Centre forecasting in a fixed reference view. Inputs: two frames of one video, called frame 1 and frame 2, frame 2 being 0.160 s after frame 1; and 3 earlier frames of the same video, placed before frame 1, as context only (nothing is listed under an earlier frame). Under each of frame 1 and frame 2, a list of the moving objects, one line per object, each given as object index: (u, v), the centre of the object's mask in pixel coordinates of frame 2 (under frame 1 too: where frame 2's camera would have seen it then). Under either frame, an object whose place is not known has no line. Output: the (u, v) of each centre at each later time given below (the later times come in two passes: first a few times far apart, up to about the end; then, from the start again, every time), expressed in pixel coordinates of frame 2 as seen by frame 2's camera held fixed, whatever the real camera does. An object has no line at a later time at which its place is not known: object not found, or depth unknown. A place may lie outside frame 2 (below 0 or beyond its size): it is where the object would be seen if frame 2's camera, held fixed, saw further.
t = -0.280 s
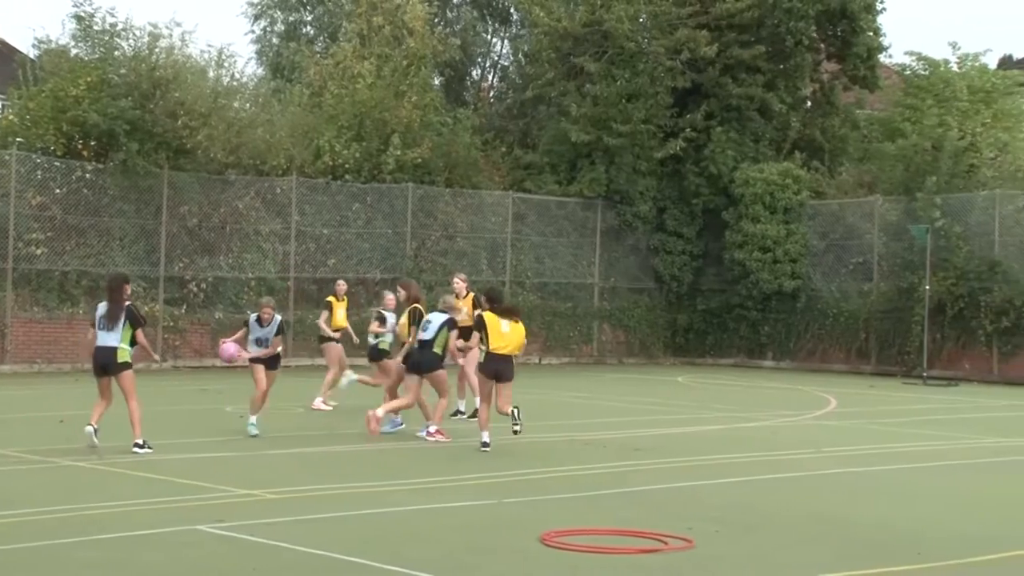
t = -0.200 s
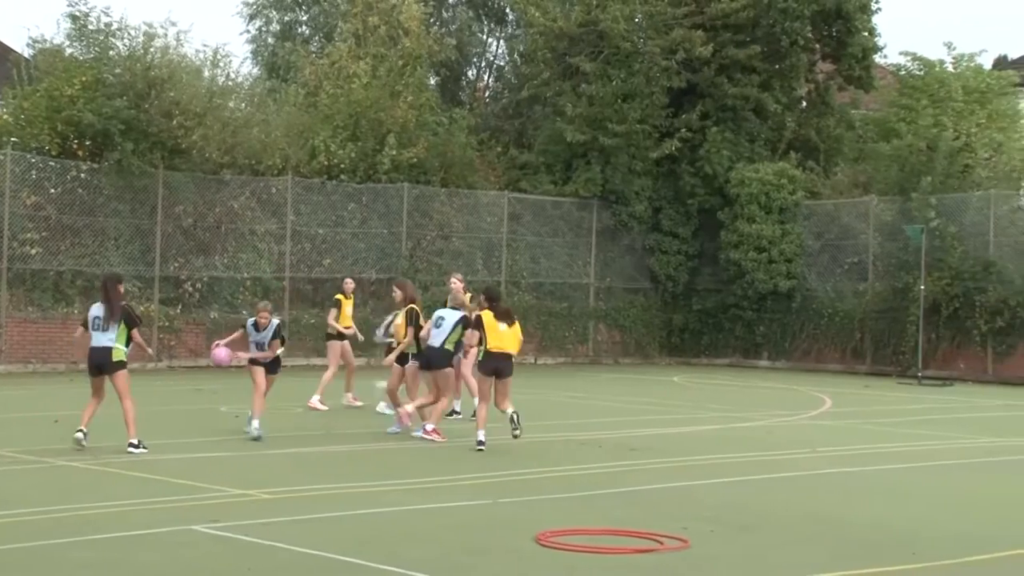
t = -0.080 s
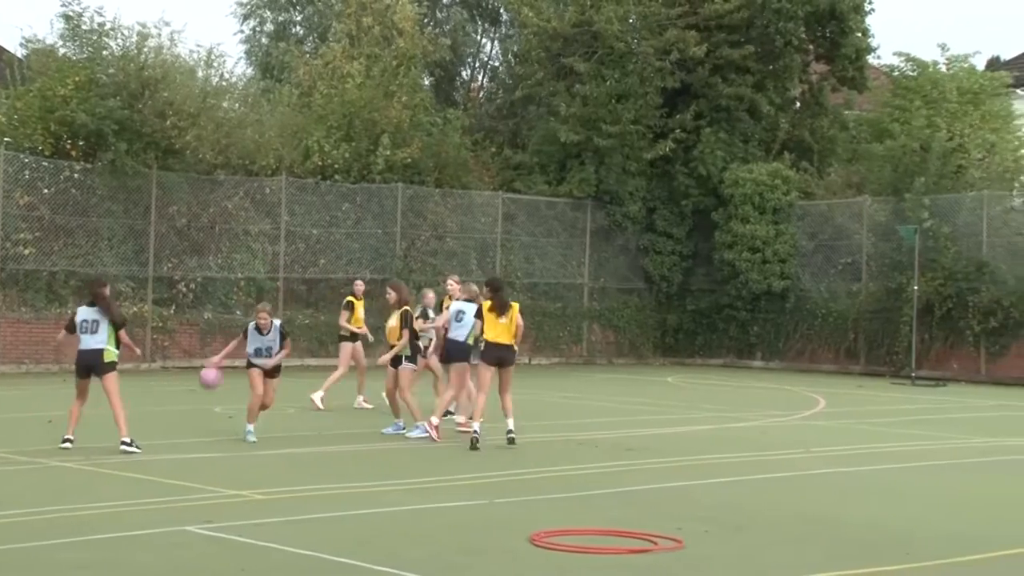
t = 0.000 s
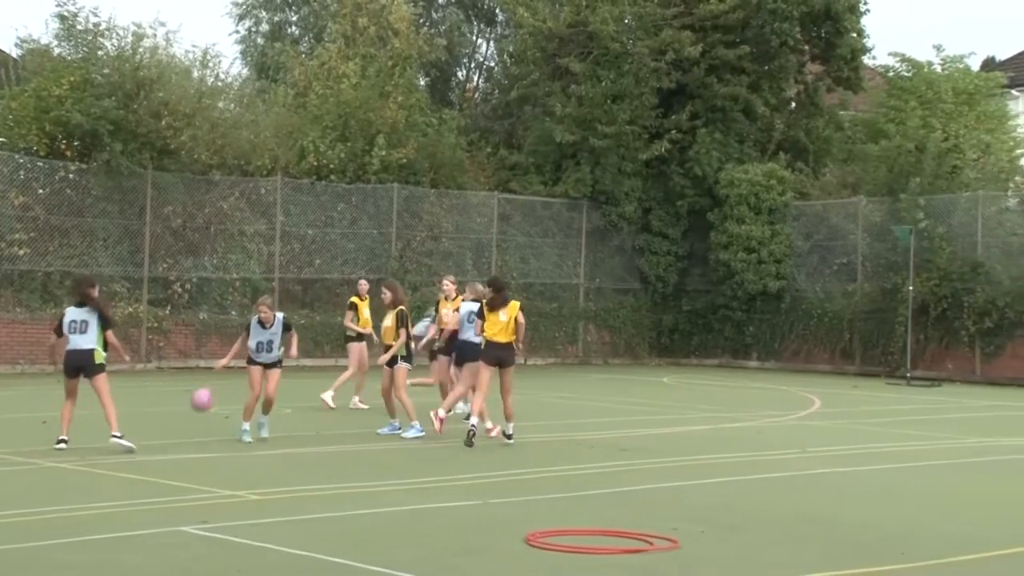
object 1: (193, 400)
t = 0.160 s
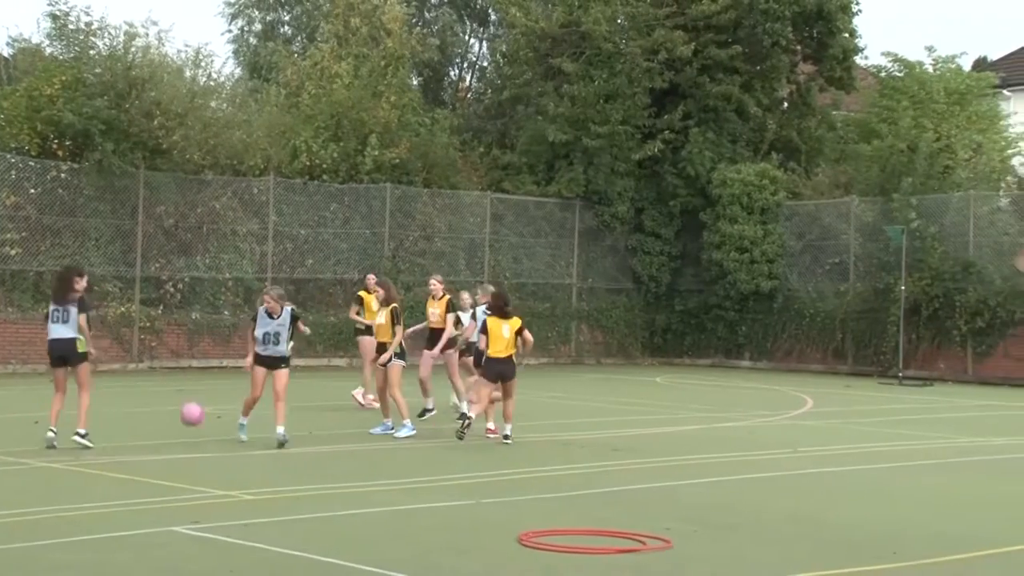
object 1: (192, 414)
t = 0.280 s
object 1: (193, 393)
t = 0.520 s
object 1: (193, 392)
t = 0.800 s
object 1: (192, 421)
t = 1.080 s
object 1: (193, 413)
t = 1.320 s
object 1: (194, 428)
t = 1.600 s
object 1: (198, 440)
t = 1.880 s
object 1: (202, 441)
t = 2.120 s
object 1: (207, 445)
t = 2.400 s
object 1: (212, 451)
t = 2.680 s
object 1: (220, 455)
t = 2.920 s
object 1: (227, 459)
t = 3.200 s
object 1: (237, 462)
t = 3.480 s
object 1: (249, 466)
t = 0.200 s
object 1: (192, 406)
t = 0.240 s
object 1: (192, 398)
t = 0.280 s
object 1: (193, 393)
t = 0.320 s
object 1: (193, 389)
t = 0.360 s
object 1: (193, 386)
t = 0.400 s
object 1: (193, 385)
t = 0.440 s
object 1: (193, 386)
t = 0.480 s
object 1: (193, 388)
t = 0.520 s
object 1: (193, 392)
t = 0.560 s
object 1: (193, 397)
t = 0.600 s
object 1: (192, 405)
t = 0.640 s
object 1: (192, 414)
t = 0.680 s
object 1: (191, 425)
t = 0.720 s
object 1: (191, 437)
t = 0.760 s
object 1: (192, 429)
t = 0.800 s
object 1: (192, 421)
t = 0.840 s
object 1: (192, 415)
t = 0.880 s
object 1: (192, 411)
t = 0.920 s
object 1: (193, 408)
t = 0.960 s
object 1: (193, 407)
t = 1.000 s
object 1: (193, 407)
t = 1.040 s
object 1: (193, 409)
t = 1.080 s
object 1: (193, 413)
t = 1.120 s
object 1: (193, 419)
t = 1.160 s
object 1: (193, 426)
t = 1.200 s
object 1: (192, 435)
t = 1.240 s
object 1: (192, 440)
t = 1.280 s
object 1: (194, 433)
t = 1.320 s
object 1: (194, 428)
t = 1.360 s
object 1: (195, 424)
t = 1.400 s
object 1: (196, 423)
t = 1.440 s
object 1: (196, 423)
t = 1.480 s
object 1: (196, 424)
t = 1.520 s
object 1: (197, 428)
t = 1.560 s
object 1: (197, 433)
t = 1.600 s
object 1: (198, 440)
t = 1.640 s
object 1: (198, 443)
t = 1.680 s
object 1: (199, 438)
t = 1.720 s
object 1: (200, 436)
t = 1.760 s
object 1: (201, 434)
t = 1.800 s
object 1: (201, 435)
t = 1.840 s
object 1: (202, 437)
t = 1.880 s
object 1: (202, 441)
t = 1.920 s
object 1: (203, 447)
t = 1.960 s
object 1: (203, 445)
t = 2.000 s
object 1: (205, 442)
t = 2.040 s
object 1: (206, 441)
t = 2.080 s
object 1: (206, 442)
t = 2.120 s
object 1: (207, 445)
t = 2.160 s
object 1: (208, 449)
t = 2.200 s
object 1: (210, 448)
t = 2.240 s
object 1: (210, 446)
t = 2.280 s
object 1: (211, 446)
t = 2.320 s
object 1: (211, 448)
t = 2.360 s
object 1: (212, 452)
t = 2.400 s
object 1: (212, 451)
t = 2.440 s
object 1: (214, 450)
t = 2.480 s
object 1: (215, 451)
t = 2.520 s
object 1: (216, 454)
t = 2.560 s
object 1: (217, 453)
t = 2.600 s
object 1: (218, 454)
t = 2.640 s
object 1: (219, 455)
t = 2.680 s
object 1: (220, 455)
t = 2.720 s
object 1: (221, 456)
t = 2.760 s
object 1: (222, 457)
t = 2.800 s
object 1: (223, 457)
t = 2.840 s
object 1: (225, 457)
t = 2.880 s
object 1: (226, 458)
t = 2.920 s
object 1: (227, 459)
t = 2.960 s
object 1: (228, 459)
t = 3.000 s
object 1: (230, 460)
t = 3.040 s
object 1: (231, 460)
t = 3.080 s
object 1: (233, 461)
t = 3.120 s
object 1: (234, 461)
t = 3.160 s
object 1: (235, 462)
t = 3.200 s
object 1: (237, 462)
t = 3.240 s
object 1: (239, 463)
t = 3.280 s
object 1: (241, 463)
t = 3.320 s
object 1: (242, 464)
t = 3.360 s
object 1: (244, 464)
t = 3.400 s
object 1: (246, 465)
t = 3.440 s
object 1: (248, 465)
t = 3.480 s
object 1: (249, 466)
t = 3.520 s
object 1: (252, 466)
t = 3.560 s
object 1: (254, 467)
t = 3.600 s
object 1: (256, 468)
